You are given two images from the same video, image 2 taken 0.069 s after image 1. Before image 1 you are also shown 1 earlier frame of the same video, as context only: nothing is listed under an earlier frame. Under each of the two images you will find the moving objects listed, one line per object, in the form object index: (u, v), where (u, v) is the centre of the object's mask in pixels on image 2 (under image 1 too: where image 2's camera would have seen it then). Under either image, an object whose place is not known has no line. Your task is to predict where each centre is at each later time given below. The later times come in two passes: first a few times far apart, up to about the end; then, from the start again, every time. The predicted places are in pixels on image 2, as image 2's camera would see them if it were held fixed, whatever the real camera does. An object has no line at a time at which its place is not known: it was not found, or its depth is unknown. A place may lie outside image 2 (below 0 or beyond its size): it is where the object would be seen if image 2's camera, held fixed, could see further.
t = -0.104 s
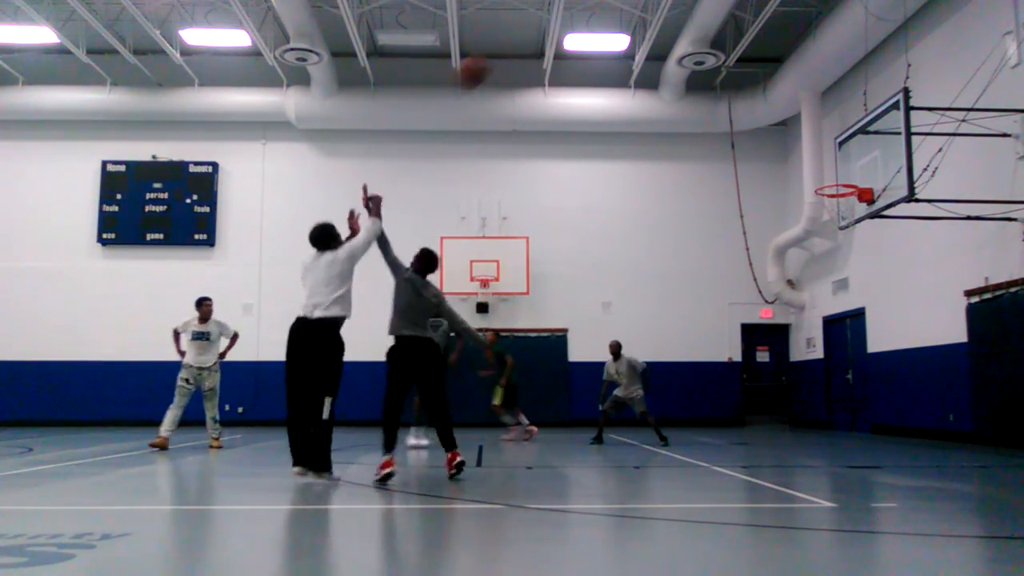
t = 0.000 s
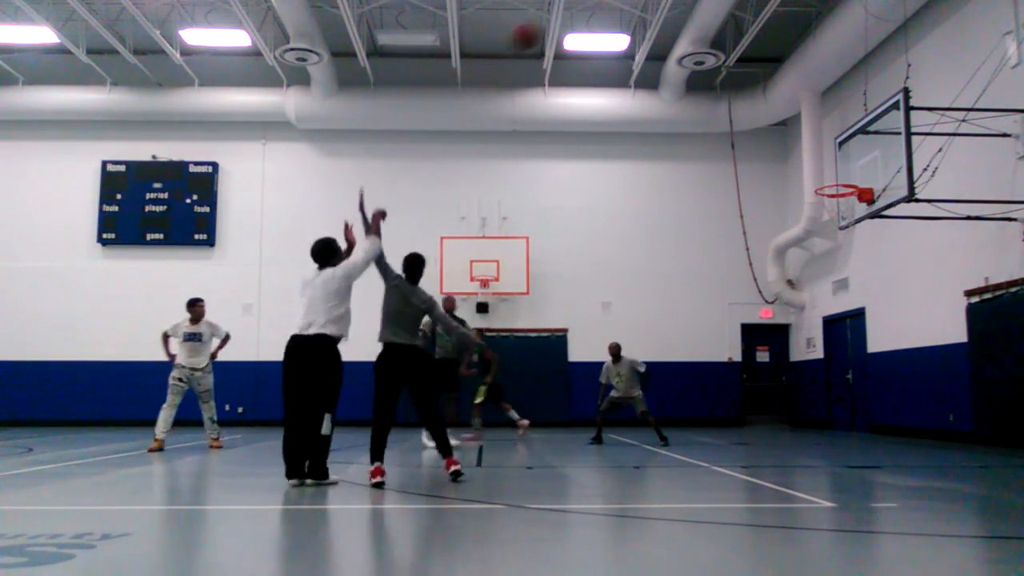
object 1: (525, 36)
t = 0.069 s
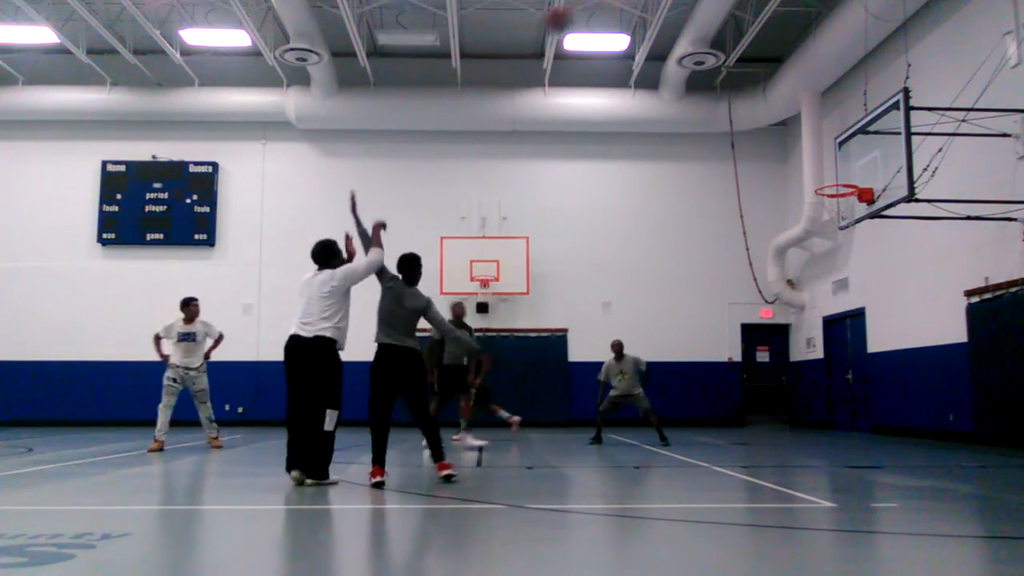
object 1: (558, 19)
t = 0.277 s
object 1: (642, 6)
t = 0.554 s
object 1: (740, 28)
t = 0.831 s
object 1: (826, 114)
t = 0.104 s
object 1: (573, 12)
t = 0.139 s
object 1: (588, 9)
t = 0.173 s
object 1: (602, 8)
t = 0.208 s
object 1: (616, 6)
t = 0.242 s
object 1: (628, 6)
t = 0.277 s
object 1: (642, 6)
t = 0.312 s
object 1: (655, 6)
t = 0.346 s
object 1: (670, 6)
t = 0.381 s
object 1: (683, 8)
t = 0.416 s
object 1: (695, 9)
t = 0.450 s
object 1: (707, 13)
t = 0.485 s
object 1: (718, 18)
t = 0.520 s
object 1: (731, 25)
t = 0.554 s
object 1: (740, 28)
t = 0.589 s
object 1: (751, 38)
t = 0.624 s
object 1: (765, 47)
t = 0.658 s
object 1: (774, 56)
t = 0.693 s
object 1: (785, 66)
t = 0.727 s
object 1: (796, 78)
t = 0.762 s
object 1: (807, 89)
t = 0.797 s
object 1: (818, 102)
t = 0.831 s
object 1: (826, 114)
